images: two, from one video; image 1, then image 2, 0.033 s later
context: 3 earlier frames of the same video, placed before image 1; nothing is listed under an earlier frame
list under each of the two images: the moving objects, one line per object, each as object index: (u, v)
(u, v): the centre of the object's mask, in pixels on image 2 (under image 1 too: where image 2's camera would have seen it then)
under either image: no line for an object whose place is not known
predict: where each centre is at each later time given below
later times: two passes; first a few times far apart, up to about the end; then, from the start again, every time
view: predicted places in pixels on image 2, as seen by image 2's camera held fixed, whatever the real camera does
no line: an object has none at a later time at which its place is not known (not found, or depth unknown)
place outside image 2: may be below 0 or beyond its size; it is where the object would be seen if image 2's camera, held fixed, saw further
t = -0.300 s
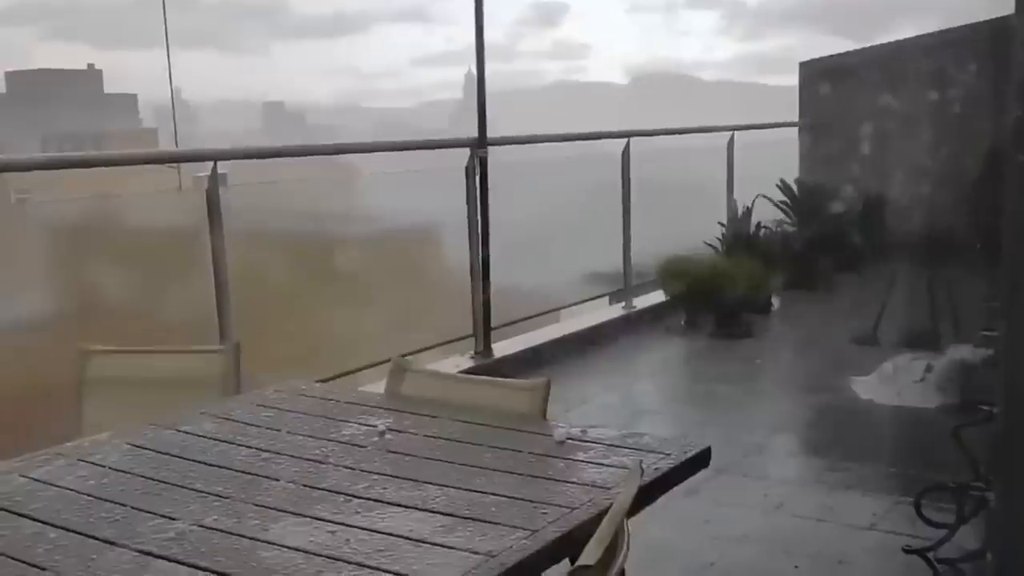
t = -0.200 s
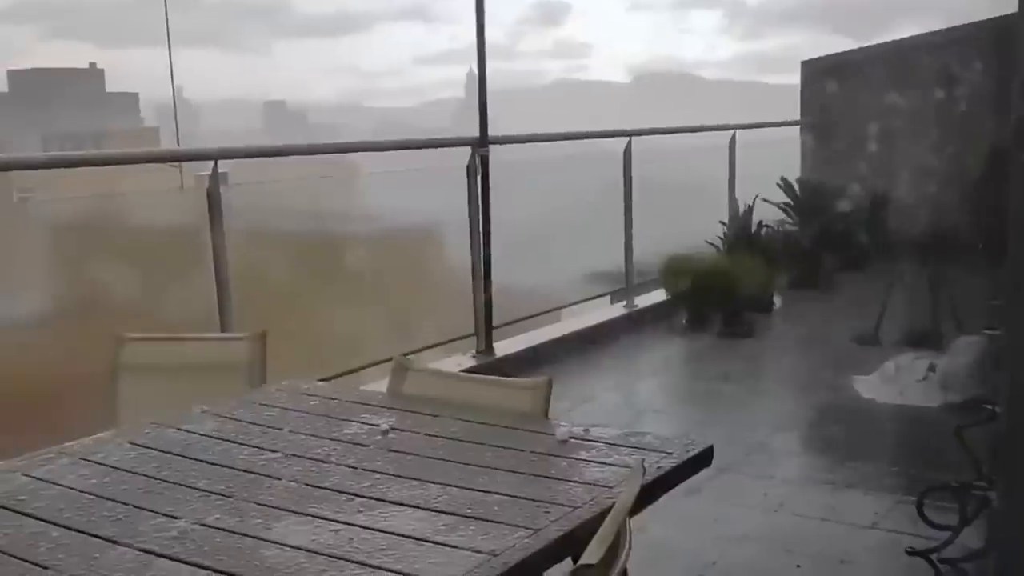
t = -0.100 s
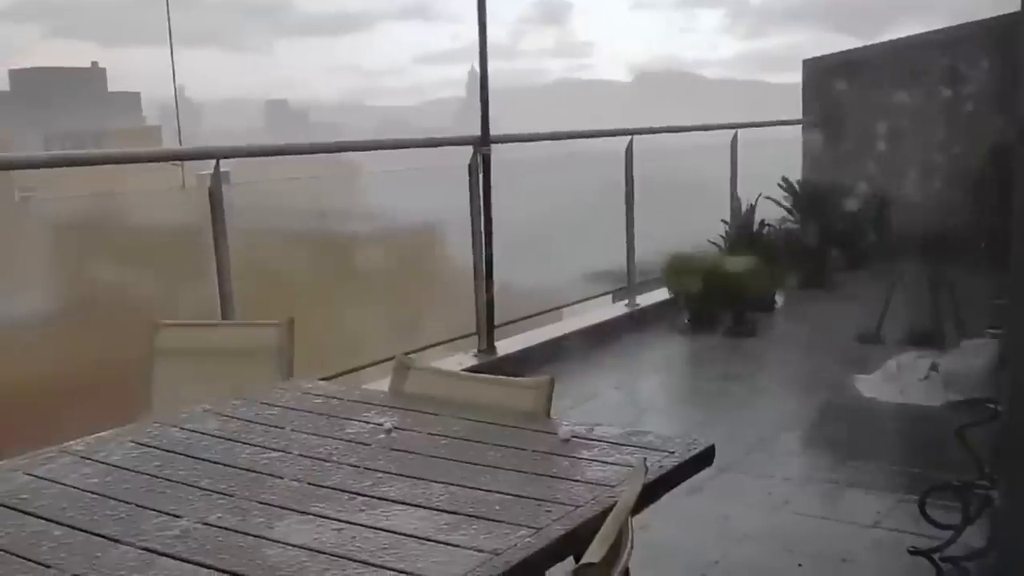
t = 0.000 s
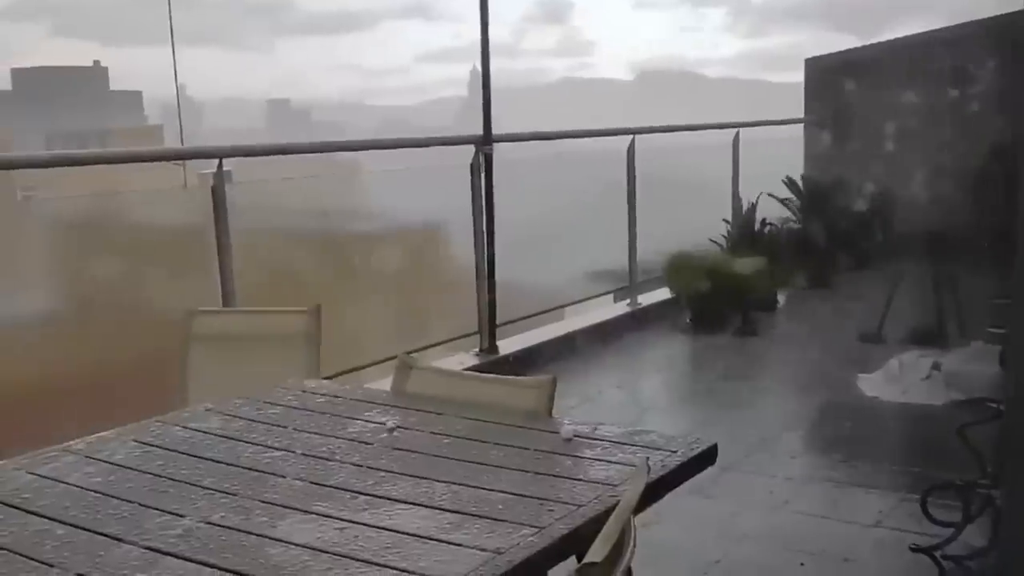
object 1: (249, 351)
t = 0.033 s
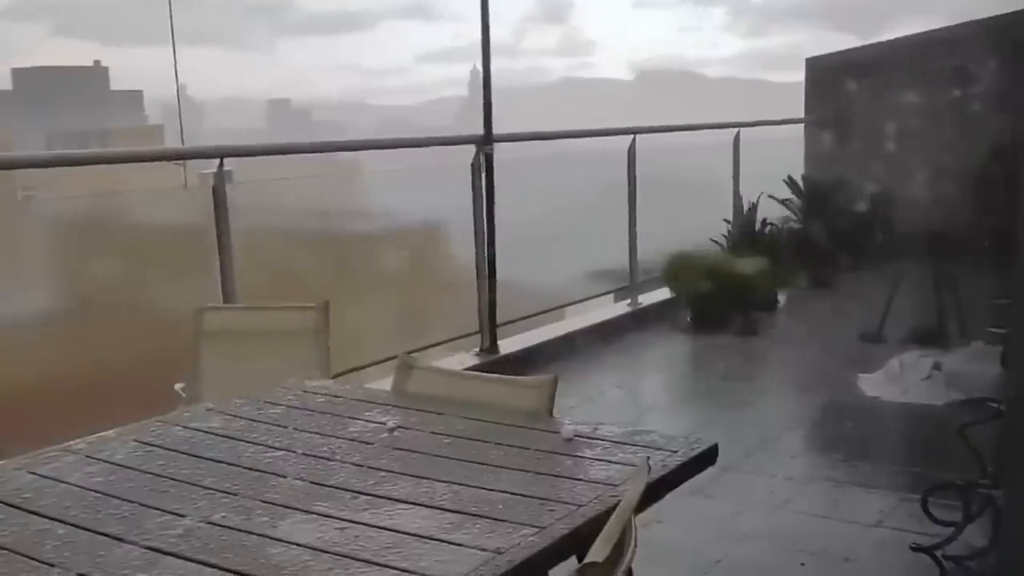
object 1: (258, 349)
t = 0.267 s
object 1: (328, 322)
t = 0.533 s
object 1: (386, 309)
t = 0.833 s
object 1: (482, 275)
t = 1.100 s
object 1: (557, 273)
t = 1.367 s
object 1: (617, 262)
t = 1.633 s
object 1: (662, 250)
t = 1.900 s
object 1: (705, 248)
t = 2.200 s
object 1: (700, 258)
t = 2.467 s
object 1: (698, 259)
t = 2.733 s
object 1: (698, 259)
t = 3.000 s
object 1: (698, 259)
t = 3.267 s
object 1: (698, 259)
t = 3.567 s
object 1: (698, 260)
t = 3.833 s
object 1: (698, 259)
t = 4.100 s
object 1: (698, 259)
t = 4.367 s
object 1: (697, 259)
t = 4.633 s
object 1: (698, 259)
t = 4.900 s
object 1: (699, 260)
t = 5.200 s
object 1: (697, 260)
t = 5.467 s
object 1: (699, 259)
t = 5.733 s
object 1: (697, 260)
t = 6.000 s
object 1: (697, 260)
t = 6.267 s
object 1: (698, 260)
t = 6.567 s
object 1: (698, 259)
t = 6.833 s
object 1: (698, 260)
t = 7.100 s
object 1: (698, 259)
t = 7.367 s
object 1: (698, 259)
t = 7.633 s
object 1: (698, 259)
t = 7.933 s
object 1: (699, 258)
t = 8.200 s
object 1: (698, 259)
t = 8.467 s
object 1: (698, 260)
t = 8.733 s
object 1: (701, 260)
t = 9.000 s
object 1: (700, 260)
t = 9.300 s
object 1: (704, 261)
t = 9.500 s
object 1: (704, 261)
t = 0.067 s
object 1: (268, 345)
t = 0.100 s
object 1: (278, 342)
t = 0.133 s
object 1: (292, 338)
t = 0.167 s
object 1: (302, 335)
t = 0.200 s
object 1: (313, 331)
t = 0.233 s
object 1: (318, 328)
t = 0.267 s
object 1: (328, 322)
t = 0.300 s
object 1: (335, 317)
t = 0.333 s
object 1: (344, 314)
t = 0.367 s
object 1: (352, 310)
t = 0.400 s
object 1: (363, 307)
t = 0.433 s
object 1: (370, 303)
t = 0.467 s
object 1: (378, 299)
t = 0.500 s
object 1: (380, 309)
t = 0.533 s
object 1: (386, 309)
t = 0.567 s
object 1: (394, 305)
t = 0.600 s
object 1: (400, 301)
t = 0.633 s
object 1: (407, 297)
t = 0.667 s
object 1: (417, 295)
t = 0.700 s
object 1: (433, 285)
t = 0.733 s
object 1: (448, 286)
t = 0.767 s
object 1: (457, 277)
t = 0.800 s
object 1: (471, 275)
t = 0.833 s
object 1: (482, 275)
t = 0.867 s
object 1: (496, 276)
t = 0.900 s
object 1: (509, 277)
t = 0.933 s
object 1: (519, 275)
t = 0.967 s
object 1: (528, 274)
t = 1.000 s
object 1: (536, 273)
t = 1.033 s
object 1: (545, 275)
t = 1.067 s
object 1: (554, 270)
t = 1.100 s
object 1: (557, 273)
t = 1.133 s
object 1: (569, 269)
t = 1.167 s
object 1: (577, 266)
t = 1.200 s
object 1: (585, 261)
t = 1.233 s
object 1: (593, 262)
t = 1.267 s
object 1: (600, 264)
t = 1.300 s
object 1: (605, 265)
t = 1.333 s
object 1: (614, 260)
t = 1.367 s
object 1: (617, 262)
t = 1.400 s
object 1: (623, 262)
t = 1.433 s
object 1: (630, 260)
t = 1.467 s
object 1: (635, 256)
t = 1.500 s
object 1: (640, 256)
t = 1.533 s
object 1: (646, 257)
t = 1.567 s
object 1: (651, 251)
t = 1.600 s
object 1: (659, 250)
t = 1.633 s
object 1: (662, 250)
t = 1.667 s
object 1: (666, 249)
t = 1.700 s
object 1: (669, 253)
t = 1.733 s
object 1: (675, 248)
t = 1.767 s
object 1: (680, 247)
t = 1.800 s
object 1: (691, 244)
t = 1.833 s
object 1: (697, 246)
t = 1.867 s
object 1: (694, 251)
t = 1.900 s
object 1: (705, 248)
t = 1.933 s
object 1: (702, 250)
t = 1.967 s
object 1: (702, 253)
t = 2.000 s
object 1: (706, 254)
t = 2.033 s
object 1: (705, 255)
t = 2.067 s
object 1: (704, 255)
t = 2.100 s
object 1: (705, 256)
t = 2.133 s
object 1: (703, 257)
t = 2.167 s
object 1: (701, 258)
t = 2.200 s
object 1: (700, 258)
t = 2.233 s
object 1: (699, 258)
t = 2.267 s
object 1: (699, 258)
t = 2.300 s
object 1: (698, 258)
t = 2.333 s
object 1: (698, 259)
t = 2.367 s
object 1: (698, 259)
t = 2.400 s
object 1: (698, 259)
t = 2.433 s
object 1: (698, 259)
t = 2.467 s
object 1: (698, 259)
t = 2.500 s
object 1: (698, 259)
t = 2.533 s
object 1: (698, 259)
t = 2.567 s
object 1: (698, 259)
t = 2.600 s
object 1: (698, 259)
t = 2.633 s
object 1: (698, 259)
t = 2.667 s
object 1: (698, 259)
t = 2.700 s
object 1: (698, 259)
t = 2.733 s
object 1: (698, 259)
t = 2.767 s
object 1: (698, 259)
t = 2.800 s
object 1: (698, 259)
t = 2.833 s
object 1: (698, 259)
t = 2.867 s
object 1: (701, 258)
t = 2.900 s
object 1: (698, 259)
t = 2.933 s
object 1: (698, 259)
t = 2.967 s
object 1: (698, 259)
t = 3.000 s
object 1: (698, 259)
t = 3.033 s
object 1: (698, 259)
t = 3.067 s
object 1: (698, 259)
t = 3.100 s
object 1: (699, 259)
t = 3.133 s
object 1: (698, 259)
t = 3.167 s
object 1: (698, 259)
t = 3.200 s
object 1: (698, 259)
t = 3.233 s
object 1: (698, 259)
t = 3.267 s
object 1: (698, 259)
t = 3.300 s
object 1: (698, 259)
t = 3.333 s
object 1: (698, 260)
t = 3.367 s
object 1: (698, 260)
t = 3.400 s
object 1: (698, 260)
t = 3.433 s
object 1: (698, 259)
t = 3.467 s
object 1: (698, 259)
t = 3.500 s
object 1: (698, 260)
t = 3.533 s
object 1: (698, 260)
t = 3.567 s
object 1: (698, 260)
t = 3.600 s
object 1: (698, 260)
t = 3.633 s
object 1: (698, 260)
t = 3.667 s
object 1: (698, 259)
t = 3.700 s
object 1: (698, 259)
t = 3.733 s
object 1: (698, 259)
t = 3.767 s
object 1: (698, 259)
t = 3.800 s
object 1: (698, 259)
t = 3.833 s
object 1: (698, 259)
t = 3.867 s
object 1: (698, 259)
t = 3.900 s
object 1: (698, 259)
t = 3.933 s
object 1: (698, 259)
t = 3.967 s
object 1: (698, 259)
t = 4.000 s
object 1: (698, 259)
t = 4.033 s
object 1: (698, 259)
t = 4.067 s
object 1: (698, 259)
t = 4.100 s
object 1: (698, 259)
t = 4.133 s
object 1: (698, 259)
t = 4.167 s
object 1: (697, 259)
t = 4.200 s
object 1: (698, 259)
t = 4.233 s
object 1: (698, 259)
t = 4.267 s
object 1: (698, 259)
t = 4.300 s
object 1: (698, 259)
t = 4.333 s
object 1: (697, 259)
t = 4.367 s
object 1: (697, 259)
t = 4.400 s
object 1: (698, 259)
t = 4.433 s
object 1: (698, 260)
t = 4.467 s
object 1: (698, 259)
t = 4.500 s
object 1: (698, 259)
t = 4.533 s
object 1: (698, 259)
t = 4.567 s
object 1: (698, 259)
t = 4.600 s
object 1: (698, 259)
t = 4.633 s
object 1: (698, 259)
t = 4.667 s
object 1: (698, 259)
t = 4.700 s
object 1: (699, 259)
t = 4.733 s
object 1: (699, 260)
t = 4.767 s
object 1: (699, 259)
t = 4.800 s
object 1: (699, 260)
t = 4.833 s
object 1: (699, 259)
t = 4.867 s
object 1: (699, 259)
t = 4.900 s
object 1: (699, 260)
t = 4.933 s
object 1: (698, 260)
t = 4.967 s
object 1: (698, 260)
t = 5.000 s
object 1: (698, 260)
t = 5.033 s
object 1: (698, 260)
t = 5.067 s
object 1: (698, 260)
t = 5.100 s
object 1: (698, 260)
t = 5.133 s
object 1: (698, 260)
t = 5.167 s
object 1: (698, 260)
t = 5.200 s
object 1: (697, 260)
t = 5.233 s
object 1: (697, 260)
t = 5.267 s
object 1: (697, 260)
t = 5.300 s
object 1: (697, 260)
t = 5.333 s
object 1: (698, 259)
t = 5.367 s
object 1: (698, 260)
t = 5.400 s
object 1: (698, 260)
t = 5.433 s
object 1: (698, 260)
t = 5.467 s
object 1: (699, 259)
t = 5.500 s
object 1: (698, 260)
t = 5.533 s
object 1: (698, 260)
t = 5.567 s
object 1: (698, 260)
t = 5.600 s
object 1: (698, 260)
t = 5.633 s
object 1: (698, 260)
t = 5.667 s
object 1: (698, 260)
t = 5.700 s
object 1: (698, 261)
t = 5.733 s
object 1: (697, 260)
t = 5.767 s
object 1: (697, 260)
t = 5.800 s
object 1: (697, 260)
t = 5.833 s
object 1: (697, 260)
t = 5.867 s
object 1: (698, 260)
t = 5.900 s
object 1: (698, 260)
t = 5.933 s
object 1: (697, 260)
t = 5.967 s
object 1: (697, 260)
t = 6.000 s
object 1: (697, 260)
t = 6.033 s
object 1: (697, 260)
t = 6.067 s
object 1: (697, 260)
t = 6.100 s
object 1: (696, 260)
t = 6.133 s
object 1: (696, 260)
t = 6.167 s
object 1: (696, 260)
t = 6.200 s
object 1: (696, 260)
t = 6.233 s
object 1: (696, 260)
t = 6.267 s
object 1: (698, 260)
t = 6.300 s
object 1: (696, 260)
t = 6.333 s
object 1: (696, 260)
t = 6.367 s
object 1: (698, 259)
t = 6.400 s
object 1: (698, 259)
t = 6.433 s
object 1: (698, 259)
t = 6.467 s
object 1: (698, 259)
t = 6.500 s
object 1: (698, 259)
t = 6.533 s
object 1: (698, 259)
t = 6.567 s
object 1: (698, 259)
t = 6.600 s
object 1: (698, 259)
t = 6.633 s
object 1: (698, 259)
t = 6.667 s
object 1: (698, 259)
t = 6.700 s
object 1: (698, 259)
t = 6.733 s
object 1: (698, 259)
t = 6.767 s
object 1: (698, 259)
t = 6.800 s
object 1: (698, 259)
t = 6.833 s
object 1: (698, 260)
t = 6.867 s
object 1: (698, 260)
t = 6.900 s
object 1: (698, 259)
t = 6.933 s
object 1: (698, 260)
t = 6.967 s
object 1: (698, 260)
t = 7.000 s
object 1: (698, 260)
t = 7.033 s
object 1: (698, 259)
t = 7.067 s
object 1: (698, 260)
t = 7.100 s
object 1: (698, 259)
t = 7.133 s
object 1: (698, 259)
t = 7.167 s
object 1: (698, 259)
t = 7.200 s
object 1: (697, 260)
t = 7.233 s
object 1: (697, 259)
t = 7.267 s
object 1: (698, 259)
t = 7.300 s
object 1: (697, 260)
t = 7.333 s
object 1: (697, 260)
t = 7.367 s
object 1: (698, 259)
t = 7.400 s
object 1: (698, 260)
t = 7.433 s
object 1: (698, 259)
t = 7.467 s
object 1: (698, 259)
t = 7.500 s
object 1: (698, 259)
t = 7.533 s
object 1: (698, 259)
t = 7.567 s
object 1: (698, 259)
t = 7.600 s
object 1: (698, 259)
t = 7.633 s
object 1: (698, 259)
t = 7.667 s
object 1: (699, 259)
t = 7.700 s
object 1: (699, 259)
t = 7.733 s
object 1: (698, 259)
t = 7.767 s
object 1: (699, 258)
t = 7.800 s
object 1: (699, 258)
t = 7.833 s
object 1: (698, 259)
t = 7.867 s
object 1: (699, 258)
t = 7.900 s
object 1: (699, 258)
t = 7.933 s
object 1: (699, 258)
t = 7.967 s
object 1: (698, 259)
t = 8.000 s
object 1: (698, 259)
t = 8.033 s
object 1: (698, 259)
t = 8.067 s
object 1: (698, 259)
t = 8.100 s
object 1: (698, 259)
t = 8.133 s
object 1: (698, 259)
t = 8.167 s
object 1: (697, 259)
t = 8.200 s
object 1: (698, 259)
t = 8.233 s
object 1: (698, 259)
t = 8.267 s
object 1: (699, 259)
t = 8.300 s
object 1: (698, 260)
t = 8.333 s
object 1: (698, 260)
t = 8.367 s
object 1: (698, 258)
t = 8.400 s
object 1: (698, 259)
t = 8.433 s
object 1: (698, 260)
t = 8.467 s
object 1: (698, 260)
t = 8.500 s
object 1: (697, 260)
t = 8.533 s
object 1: (697, 260)
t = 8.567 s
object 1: (699, 260)
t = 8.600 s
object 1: (699, 260)
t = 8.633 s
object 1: (702, 260)
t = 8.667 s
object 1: (701, 260)
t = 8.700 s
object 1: (702, 260)
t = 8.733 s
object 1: (701, 260)
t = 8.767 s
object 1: (700, 261)
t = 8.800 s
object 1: (701, 261)
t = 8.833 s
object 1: (699, 260)
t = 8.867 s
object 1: (700, 260)
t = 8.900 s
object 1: (701, 260)
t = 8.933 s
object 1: (700, 260)
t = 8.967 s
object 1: (699, 260)
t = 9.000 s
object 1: (700, 260)
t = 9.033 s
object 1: (697, 261)
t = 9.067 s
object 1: (700, 260)
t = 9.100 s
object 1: (697, 261)
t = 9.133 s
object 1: (698, 261)
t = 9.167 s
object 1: (697, 261)
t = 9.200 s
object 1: (698, 261)
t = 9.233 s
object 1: (704, 261)
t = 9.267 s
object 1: (703, 261)
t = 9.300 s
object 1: (704, 261)
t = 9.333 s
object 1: (704, 261)
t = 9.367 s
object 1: (704, 261)
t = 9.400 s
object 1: (704, 262)
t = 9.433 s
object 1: (704, 262)
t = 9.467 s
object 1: (704, 261)
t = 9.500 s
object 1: (704, 261)
